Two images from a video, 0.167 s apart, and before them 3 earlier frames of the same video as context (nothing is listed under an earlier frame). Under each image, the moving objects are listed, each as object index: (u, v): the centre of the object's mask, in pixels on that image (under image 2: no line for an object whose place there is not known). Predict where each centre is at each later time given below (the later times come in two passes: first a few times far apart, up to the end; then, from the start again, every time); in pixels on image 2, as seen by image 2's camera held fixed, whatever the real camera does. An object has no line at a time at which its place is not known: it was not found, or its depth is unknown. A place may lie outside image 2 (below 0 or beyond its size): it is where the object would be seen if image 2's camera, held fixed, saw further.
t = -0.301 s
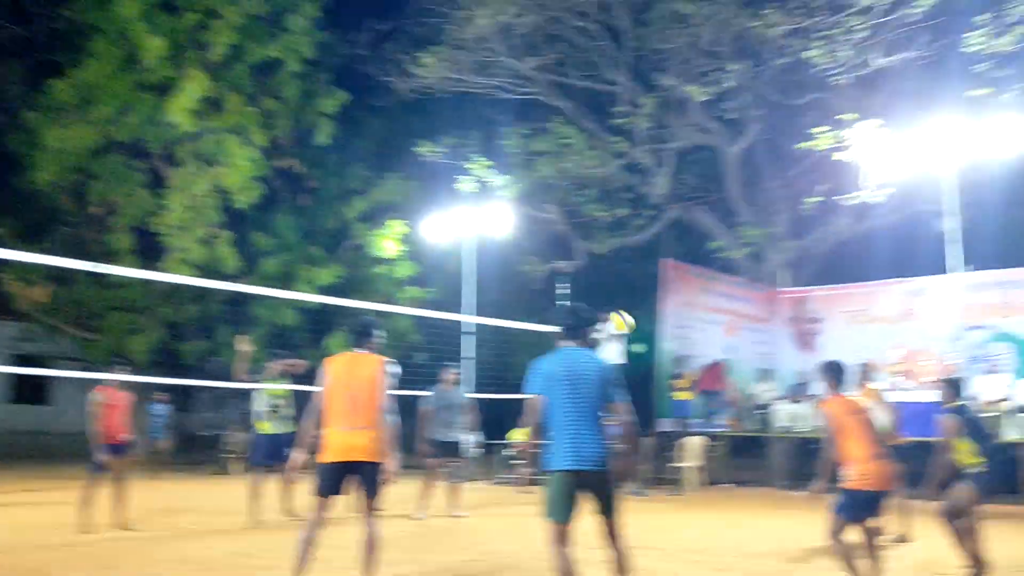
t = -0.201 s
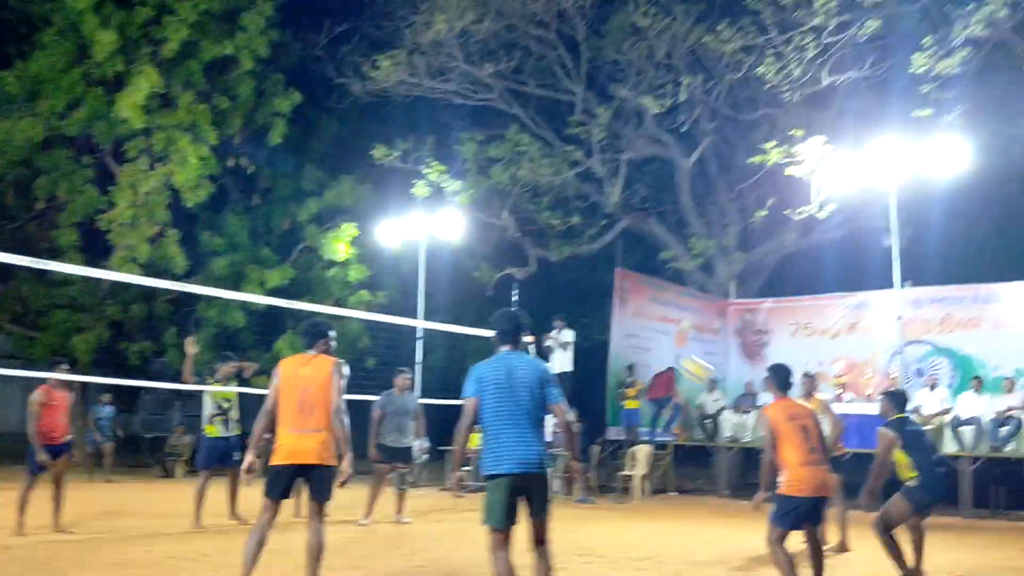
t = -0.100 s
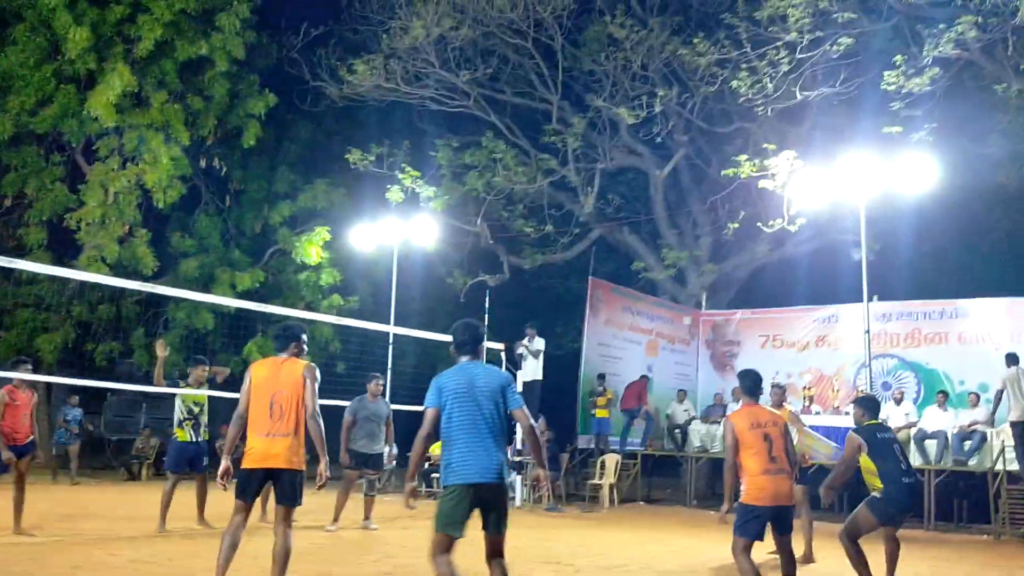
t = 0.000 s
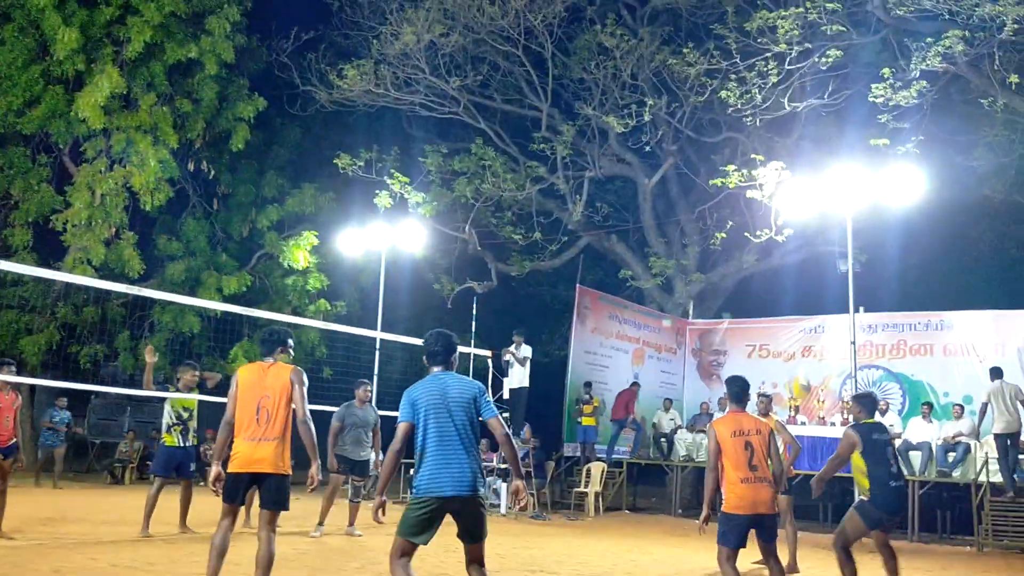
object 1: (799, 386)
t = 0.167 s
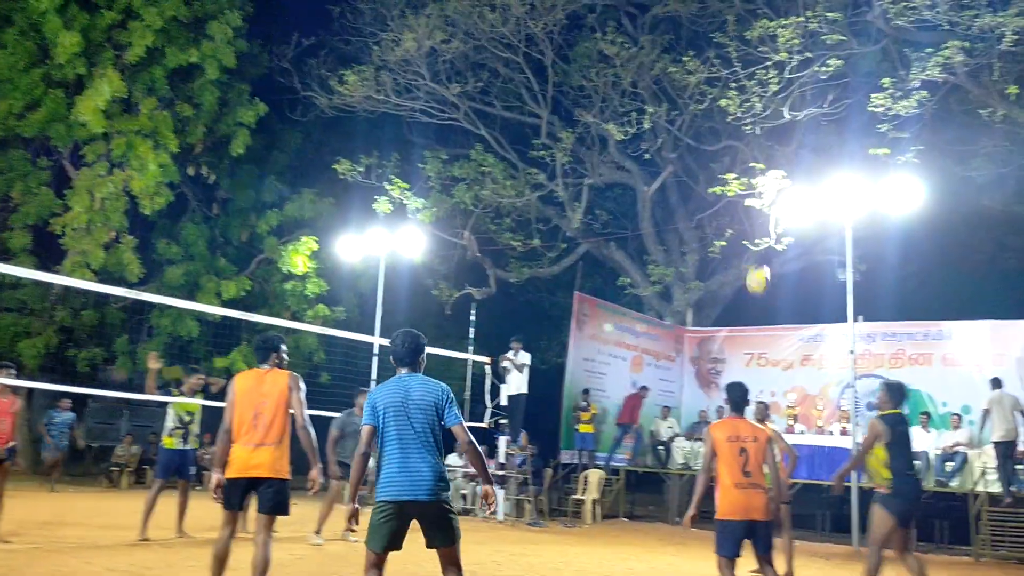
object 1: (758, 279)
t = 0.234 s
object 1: (743, 245)
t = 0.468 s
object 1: (702, 165)
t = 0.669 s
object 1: (669, 143)
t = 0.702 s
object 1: (664, 143)
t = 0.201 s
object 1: (751, 261)
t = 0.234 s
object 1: (743, 245)
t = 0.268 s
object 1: (738, 229)
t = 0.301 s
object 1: (731, 215)
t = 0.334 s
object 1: (725, 204)
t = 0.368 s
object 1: (719, 191)
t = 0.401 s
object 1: (713, 182)
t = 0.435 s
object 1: (708, 173)
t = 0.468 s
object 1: (702, 165)
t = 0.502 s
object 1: (696, 158)
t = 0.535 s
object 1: (691, 152)
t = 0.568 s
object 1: (686, 149)
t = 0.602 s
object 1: (680, 145)
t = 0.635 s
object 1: (675, 144)
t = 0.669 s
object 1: (669, 143)
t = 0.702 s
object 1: (664, 143)
